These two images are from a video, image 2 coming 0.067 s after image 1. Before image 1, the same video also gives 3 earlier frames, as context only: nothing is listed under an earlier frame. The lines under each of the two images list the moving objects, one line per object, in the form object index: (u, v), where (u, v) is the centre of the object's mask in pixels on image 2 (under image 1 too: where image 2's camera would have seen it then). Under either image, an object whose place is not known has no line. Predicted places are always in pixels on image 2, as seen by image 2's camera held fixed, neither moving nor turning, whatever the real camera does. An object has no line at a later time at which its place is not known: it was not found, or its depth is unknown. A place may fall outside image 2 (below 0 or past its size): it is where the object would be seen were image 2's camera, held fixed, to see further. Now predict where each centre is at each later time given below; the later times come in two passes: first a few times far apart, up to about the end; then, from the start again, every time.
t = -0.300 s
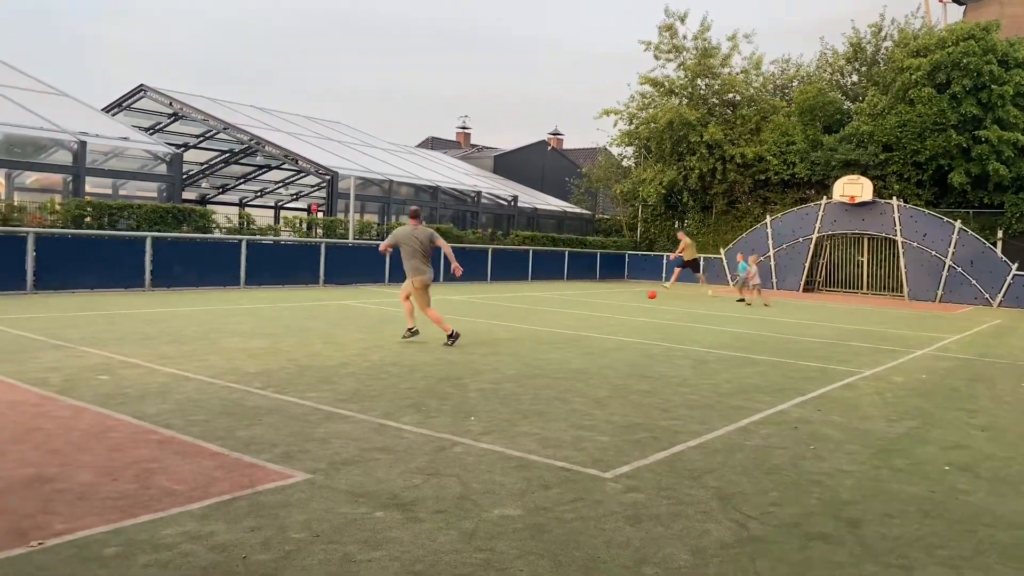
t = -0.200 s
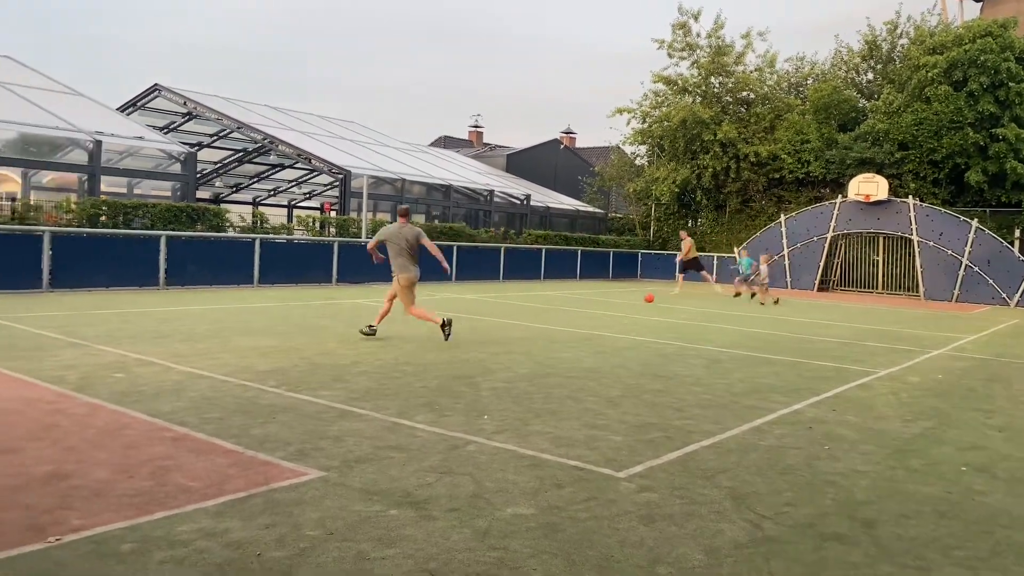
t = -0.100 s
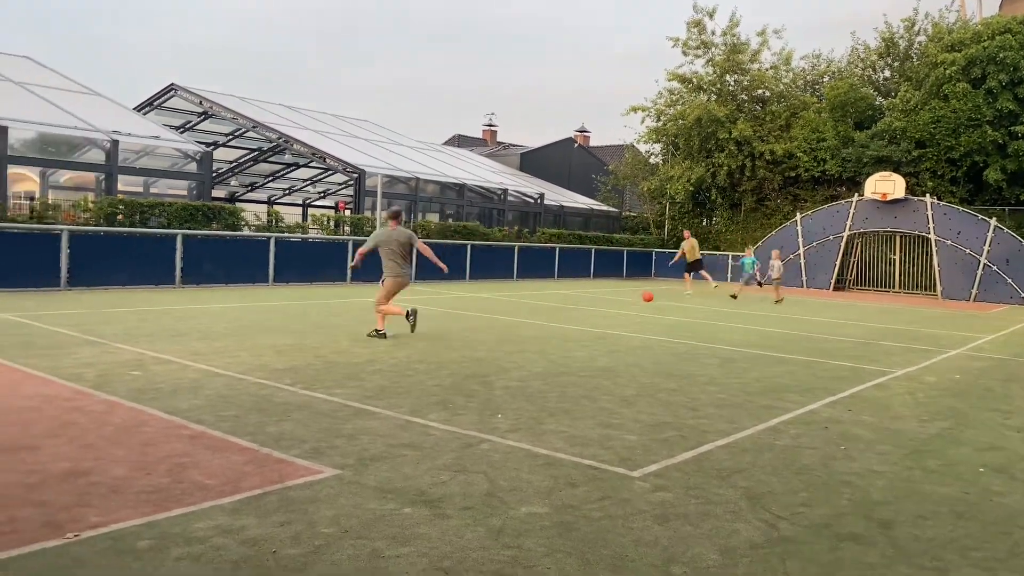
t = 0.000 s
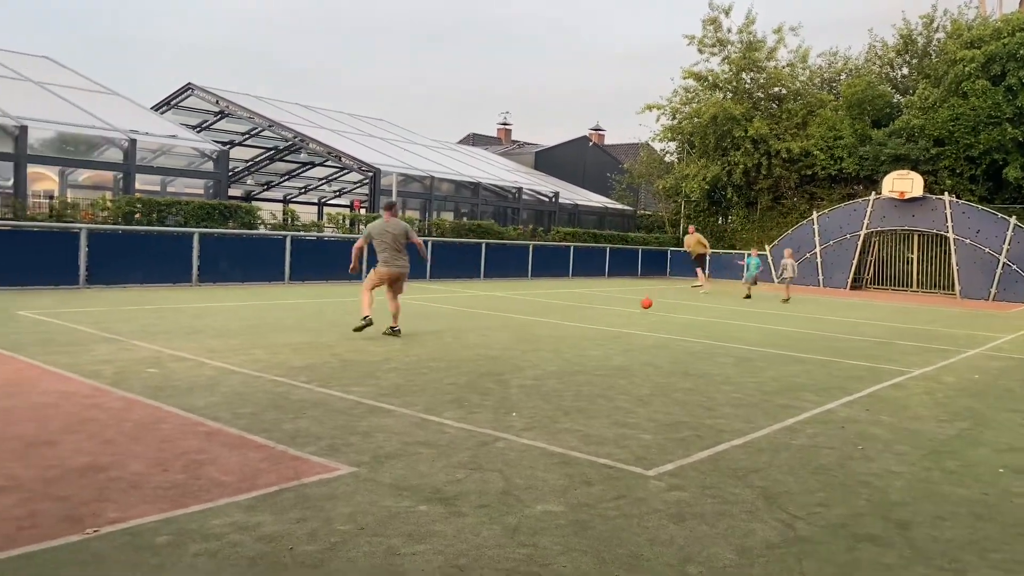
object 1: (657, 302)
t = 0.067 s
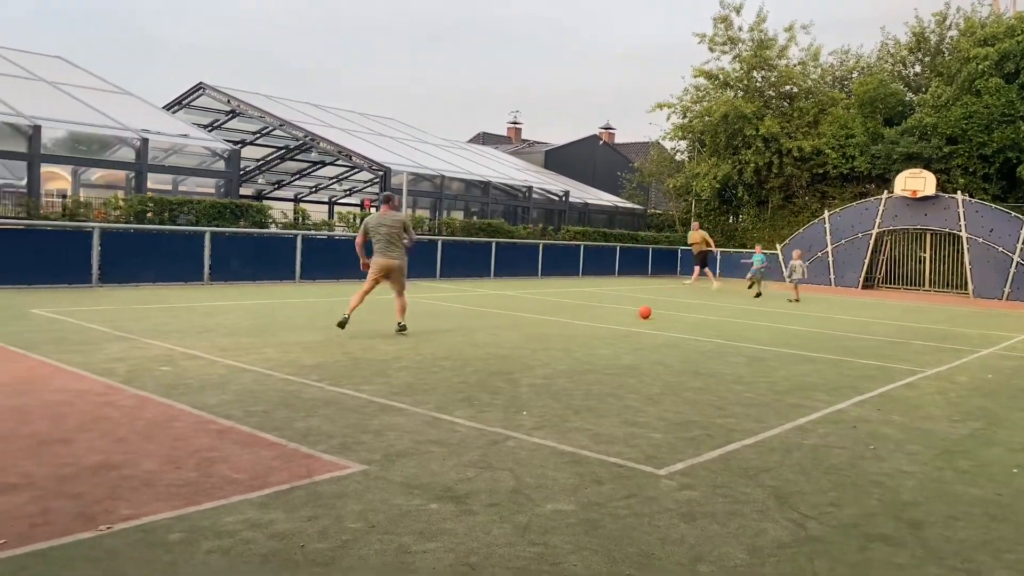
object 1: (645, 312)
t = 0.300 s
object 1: (609, 311)
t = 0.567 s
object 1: (556, 348)
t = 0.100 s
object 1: (640, 314)
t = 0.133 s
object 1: (635, 310)
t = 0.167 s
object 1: (631, 309)
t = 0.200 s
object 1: (625, 308)
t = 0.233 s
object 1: (621, 308)
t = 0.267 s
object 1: (615, 309)
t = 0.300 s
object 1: (609, 311)
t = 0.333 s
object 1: (604, 316)
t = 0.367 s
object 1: (597, 320)
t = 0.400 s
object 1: (591, 326)
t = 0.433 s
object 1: (584, 335)
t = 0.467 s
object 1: (577, 345)
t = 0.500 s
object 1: (570, 349)
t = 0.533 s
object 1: (563, 348)
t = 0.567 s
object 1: (556, 348)
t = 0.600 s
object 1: (548, 348)
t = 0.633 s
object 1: (540, 351)
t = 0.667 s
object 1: (530, 355)
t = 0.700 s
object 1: (520, 362)
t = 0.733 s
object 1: (509, 370)
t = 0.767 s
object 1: (498, 382)
